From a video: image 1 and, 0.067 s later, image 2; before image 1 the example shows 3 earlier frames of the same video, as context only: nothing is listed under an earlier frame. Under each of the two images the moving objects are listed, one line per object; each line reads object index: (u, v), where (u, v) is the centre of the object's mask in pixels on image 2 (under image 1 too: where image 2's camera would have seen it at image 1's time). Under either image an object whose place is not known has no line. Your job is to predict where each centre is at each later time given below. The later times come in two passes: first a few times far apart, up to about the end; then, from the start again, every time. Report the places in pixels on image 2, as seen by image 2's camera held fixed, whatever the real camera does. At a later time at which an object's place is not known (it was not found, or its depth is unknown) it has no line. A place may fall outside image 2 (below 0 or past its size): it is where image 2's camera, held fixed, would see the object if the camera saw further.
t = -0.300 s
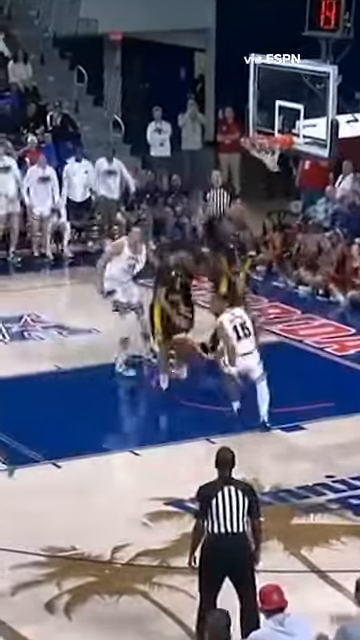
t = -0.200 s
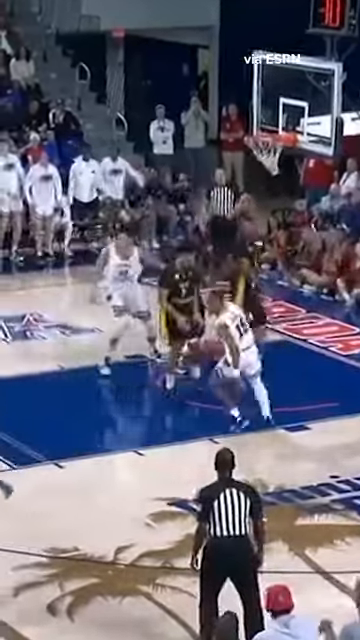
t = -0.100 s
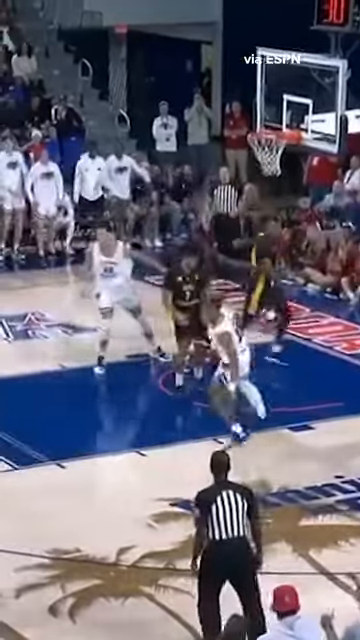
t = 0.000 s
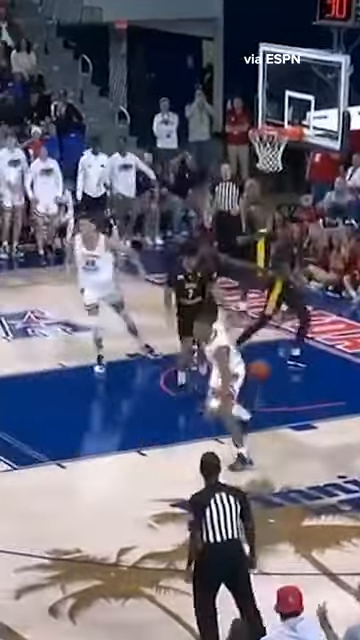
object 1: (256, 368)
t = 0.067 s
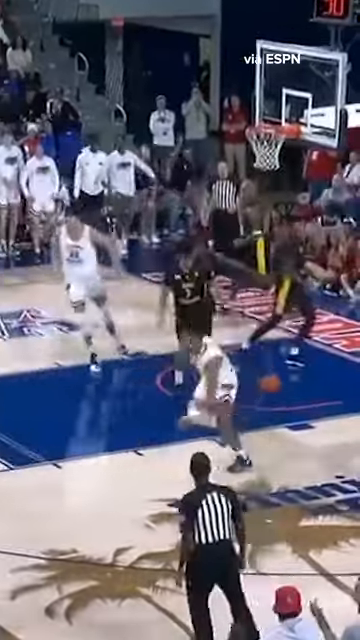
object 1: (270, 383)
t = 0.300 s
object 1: (279, 370)
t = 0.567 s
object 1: (277, 383)
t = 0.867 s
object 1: (277, 385)
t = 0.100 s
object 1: (277, 392)
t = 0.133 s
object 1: (278, 390)
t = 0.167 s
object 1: (279, 385)
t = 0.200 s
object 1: (279, 381)
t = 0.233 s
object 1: (278, 375)
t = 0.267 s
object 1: (278, 371)
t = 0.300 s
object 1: (279, 370)
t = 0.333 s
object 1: (278, 369)
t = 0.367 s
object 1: (278, 368)
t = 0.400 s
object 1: (279, 368)
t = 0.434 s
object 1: (278, 369)
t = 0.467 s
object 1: (278, 372)
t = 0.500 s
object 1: (279, 375)
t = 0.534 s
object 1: (277, 378)
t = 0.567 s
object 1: (277, 383)
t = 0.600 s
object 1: (276, 386)
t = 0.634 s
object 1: (281, 395)
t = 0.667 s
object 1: (275, 396)
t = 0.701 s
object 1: (276, 393)
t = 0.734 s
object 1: (276, 389)
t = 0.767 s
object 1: (276, 386)
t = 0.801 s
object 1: (277, 385)
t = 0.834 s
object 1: (277, 385)
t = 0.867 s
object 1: (277, 385)
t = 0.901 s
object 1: (277, 385)
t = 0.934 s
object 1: (277, 385)
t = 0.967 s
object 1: (277, 387)
